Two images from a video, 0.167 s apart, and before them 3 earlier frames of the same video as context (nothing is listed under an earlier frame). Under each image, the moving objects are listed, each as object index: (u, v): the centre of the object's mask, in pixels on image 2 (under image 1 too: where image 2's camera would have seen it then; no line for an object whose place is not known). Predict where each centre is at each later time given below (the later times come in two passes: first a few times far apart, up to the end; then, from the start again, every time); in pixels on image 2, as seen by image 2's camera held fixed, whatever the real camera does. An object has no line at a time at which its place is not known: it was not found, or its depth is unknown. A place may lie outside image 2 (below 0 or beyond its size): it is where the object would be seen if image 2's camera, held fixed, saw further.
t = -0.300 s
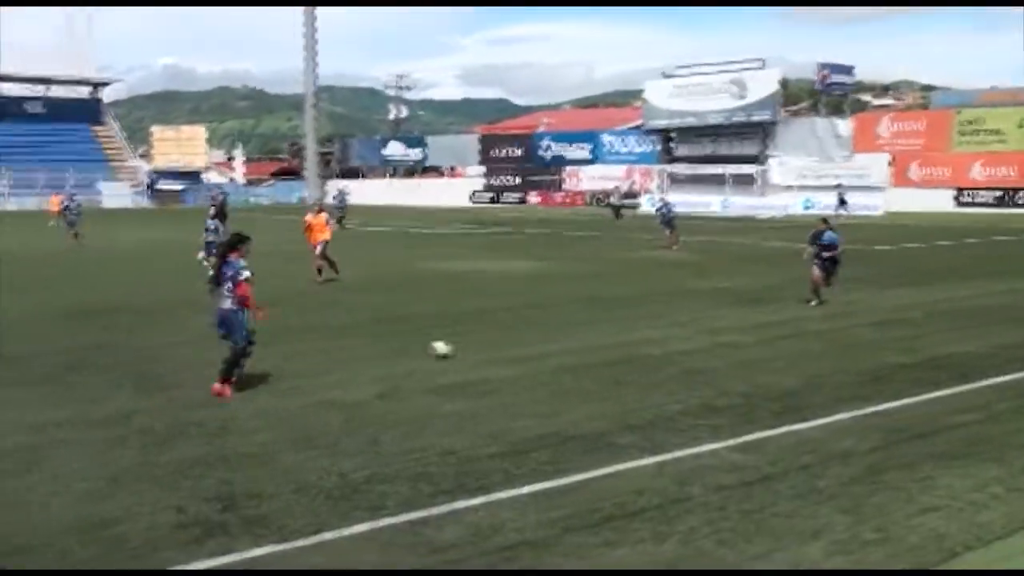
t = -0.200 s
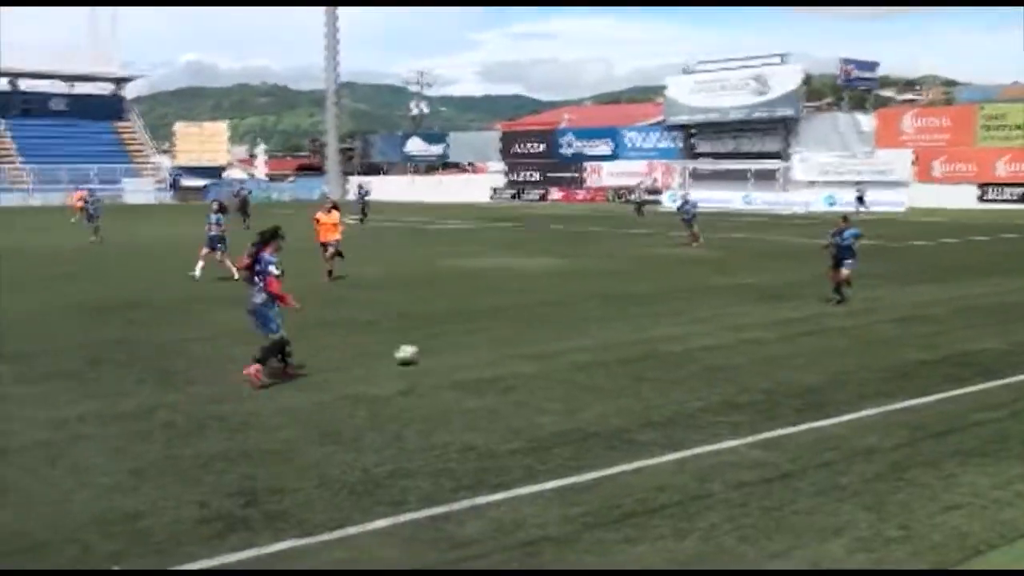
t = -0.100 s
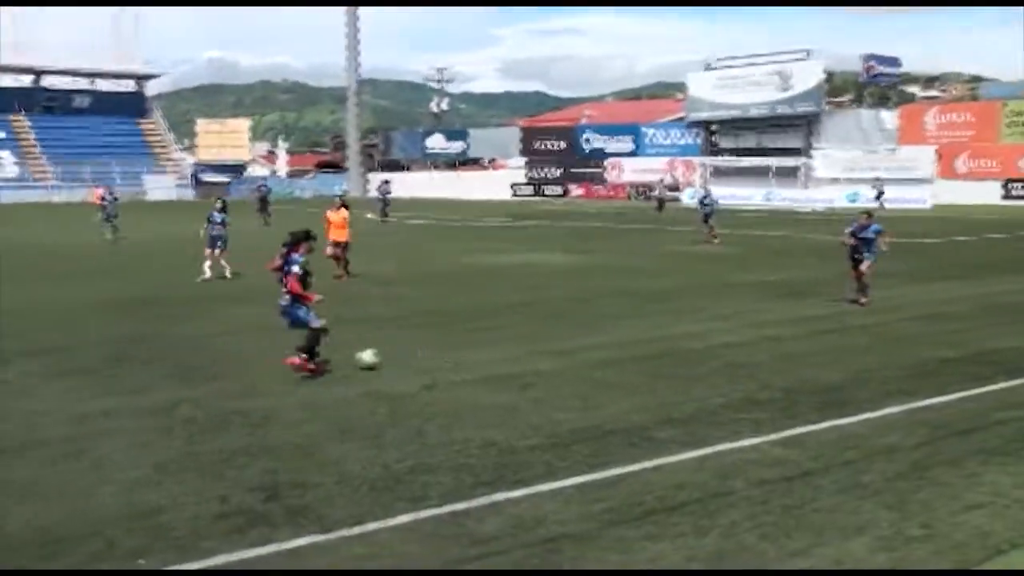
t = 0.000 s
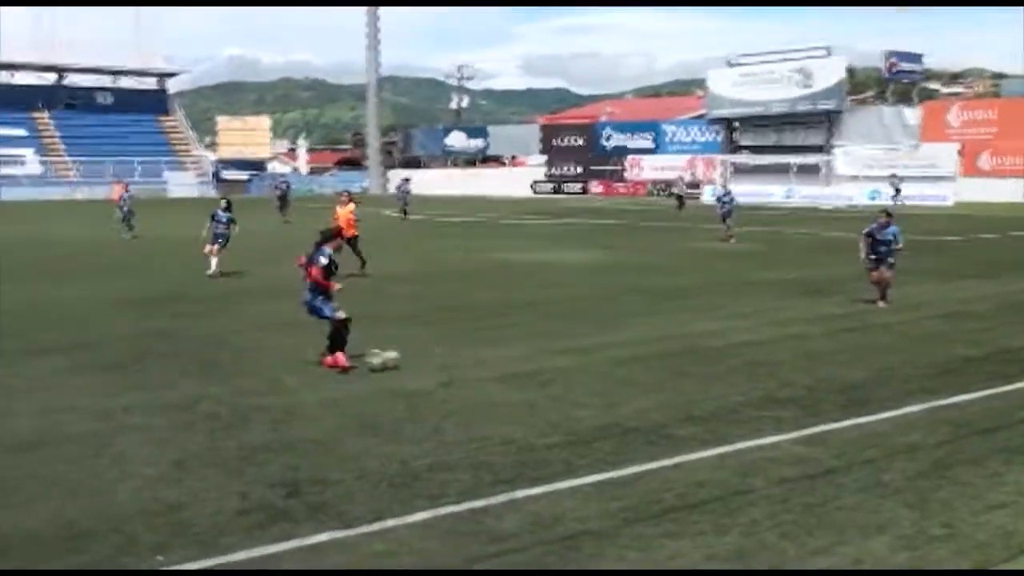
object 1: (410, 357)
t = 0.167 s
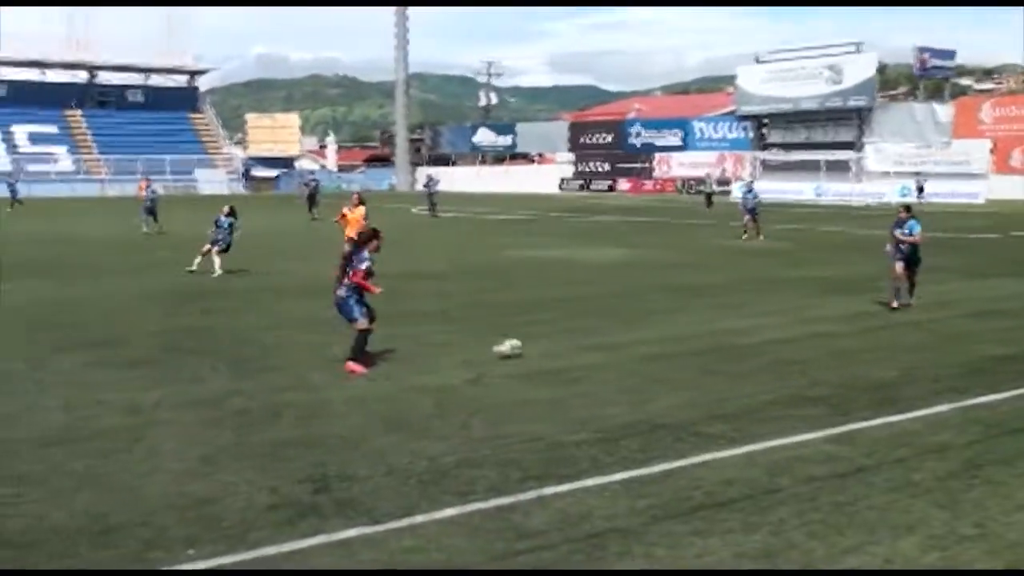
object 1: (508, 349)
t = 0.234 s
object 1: (539, 345)
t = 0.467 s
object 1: (629, 338)
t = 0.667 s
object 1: (688, 333)
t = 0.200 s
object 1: (523, 347)
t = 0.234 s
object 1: (539, 345)
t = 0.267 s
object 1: (554, 345)
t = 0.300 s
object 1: (567, 343)
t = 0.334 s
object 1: (580, 342)
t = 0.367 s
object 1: (593, 342)
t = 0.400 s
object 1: (607, 340)
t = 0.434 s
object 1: (618, 339)
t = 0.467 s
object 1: (629, 338)
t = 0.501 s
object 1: (640, 337)
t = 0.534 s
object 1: (649, 335)
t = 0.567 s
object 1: (659, 335)
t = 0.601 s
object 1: (670, 335)
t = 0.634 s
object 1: (679, 334)
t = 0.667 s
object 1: (688, 333)
